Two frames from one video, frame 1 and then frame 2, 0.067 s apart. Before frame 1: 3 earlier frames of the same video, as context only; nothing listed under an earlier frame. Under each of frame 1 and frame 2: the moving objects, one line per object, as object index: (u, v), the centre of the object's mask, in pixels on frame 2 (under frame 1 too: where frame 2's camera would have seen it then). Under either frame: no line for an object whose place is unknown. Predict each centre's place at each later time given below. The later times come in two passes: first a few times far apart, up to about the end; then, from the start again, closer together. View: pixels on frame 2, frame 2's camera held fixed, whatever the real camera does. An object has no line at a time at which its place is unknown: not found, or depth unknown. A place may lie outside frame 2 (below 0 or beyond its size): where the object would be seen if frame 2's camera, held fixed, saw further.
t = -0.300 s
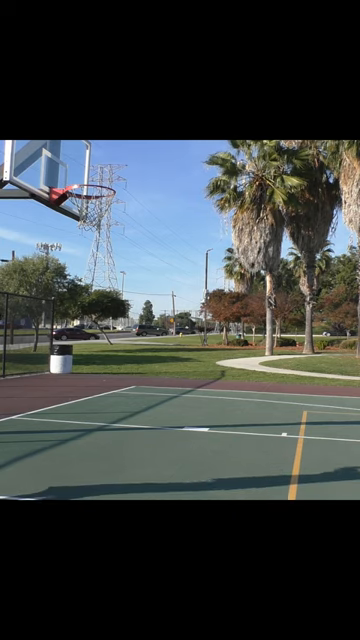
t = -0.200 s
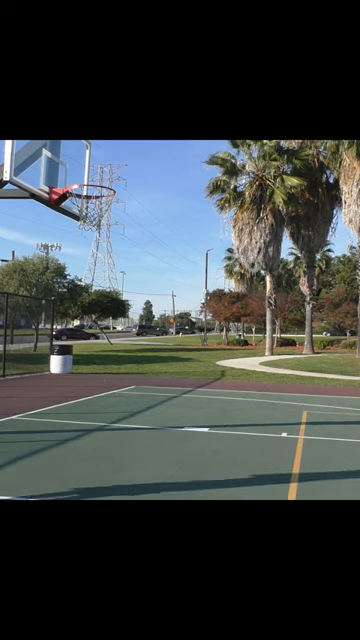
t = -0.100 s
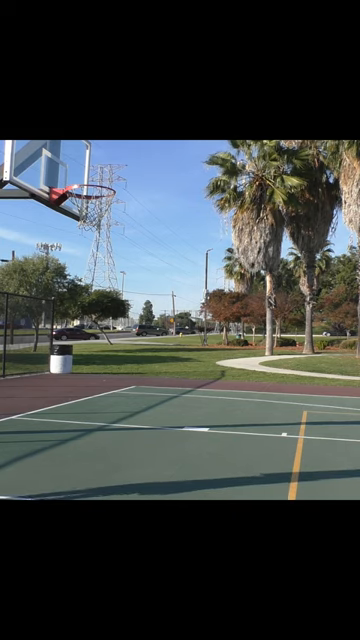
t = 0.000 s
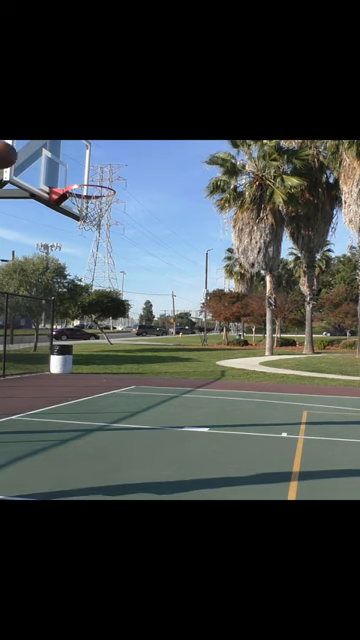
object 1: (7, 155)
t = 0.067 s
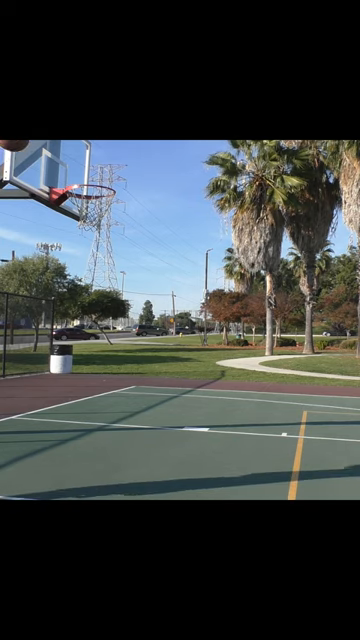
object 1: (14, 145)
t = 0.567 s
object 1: (79, 159)
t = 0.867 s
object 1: (91, 163)
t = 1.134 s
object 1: (96, 209)
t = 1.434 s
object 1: (96, 343)
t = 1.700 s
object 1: (100, 400)
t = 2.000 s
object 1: (115, 292)
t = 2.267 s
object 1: (126, 265)
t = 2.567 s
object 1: (132, 313)
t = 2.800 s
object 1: (135, 408)
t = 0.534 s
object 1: (76, 151)
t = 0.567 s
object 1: (79, 159)
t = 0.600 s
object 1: (82, 167)
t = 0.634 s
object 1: (85, 174)
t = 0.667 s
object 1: (85, 169)
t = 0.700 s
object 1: (87, 166)
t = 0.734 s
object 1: (88, 163)
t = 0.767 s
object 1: (88, 162)
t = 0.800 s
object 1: (89, 162)
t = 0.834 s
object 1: (90, 162)
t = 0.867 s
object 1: (91, 163)
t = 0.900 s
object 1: (92, 165)
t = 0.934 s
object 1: (93, 168)
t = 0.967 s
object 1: (93, 173)
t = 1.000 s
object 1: (94, 178)
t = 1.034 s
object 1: (94, 184)
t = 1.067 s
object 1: (95, 191)
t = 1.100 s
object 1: (95, 200)
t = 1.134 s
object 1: (96, 209)
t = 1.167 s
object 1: (95, 220)
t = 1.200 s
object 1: (96, 232)
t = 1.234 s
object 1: (96, 244)
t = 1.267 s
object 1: (97, 258)
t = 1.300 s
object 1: (96, 272)
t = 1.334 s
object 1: (96, 288)
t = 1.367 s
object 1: (94, 304)
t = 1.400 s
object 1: (95, 324)
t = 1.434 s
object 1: (96, 343)
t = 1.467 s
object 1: (95, 363)
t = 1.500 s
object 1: (95, 384)
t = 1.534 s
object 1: (94, 407)
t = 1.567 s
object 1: (94, 431)
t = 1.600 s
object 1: (93, 455)
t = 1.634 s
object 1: (95, 436)
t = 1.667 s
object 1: (98, 418)
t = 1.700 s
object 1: (100, 400)
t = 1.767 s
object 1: (104, 369)
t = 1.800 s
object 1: (102, 355)
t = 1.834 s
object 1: (107, 342)
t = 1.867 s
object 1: (109, 330)
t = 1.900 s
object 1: (110, 318)
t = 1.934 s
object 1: (110, 308)
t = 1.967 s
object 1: (110, 299)
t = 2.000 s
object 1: (115, 292)
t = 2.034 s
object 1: (117, 285)
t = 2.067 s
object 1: (118, 279)
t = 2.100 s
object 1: (120, 274)
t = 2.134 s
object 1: (121, 270)
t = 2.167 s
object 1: (122, 268)
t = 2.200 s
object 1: (124, 266)
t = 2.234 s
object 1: (125, 265)
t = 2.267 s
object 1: (126, 265)
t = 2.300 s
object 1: (127, 267)
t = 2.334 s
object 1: (128, 269)
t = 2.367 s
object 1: (129, 272)
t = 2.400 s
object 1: (129, 276)
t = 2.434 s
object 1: (130, 282)
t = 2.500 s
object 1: (131, 295)
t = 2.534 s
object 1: (131, 304)
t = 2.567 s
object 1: (132, 313)
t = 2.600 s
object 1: (132, 323)
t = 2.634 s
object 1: (133, 335)
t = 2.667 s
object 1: (133, 348)
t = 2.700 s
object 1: (133, 361)
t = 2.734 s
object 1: (134, 375)
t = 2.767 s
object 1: (134, 391)
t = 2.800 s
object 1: (135, 408)
